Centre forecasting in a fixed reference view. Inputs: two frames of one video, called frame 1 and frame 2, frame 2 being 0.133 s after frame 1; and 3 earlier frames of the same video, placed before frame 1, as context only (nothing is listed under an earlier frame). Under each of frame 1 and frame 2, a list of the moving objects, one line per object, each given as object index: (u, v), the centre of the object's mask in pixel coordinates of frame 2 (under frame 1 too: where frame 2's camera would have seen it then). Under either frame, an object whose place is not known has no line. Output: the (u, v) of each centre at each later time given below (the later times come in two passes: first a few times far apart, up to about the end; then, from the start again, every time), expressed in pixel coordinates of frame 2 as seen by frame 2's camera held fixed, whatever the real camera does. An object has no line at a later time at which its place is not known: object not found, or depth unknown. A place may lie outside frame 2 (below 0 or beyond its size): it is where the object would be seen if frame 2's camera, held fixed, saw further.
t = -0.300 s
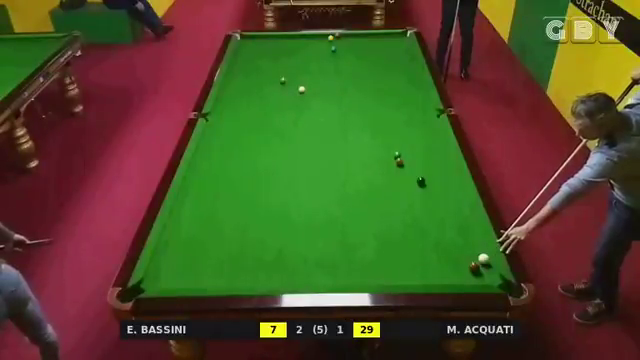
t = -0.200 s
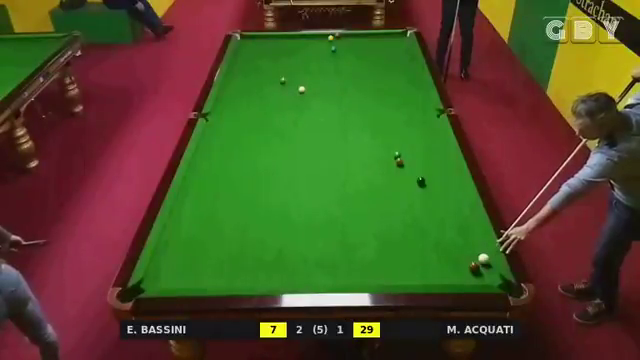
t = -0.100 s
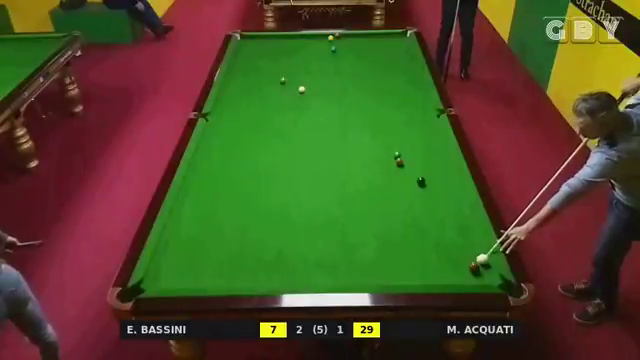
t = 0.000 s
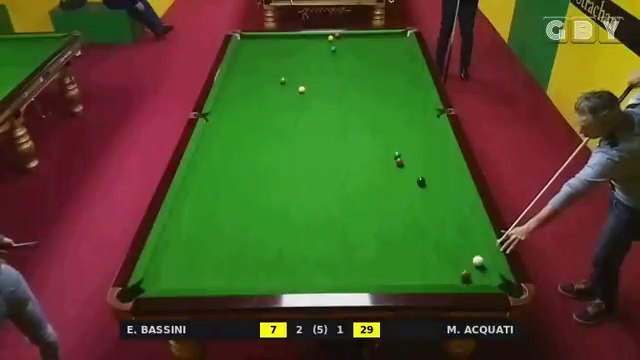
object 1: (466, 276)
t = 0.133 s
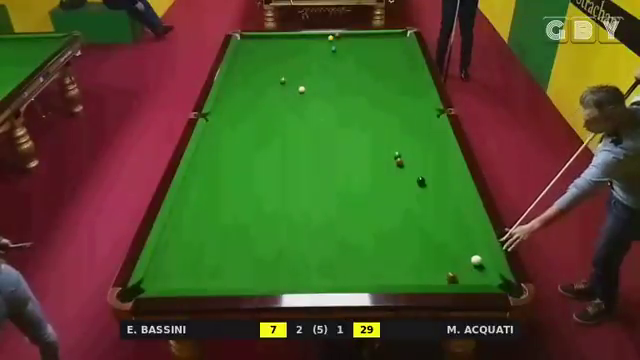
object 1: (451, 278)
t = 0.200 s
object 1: (445, 276)
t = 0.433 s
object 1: (423, 265)
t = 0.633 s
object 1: (405, 256)
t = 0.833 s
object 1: (390, 248)
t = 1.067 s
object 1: (372, 240)
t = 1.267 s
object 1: (359, 233)
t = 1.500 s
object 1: (344, 227)
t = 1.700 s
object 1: (333, 222)
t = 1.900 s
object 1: (322, 217)
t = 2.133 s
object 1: (312, 213)
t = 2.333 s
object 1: (303, 209)
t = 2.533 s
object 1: (295, 206)
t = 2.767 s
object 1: (286, 202)
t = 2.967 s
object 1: (280, 200)
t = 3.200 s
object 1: (273, 197)
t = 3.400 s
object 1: (267, 194)
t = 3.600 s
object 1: (263, 193)
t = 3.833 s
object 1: (258, 191)
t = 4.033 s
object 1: (254, 190)
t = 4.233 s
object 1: (251, 188)
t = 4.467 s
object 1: (248, 187)
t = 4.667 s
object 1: (245, 186)
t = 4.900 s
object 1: (243, 186)
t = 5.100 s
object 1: (242, 186)
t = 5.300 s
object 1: (241, 186)
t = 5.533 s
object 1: (241, 185)
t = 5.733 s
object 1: (241, 185)
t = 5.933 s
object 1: (241, 185)
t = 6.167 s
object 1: (241, 185)
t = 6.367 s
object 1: (241, 185)
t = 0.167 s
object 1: (448, 277)
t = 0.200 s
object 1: (445, 276)
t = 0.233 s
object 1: (442, 274)
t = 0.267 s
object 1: (439, 273)
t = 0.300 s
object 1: (435, 271)
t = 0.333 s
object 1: (432, 269)
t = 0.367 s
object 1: (429, 268)
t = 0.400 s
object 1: (426, 266)
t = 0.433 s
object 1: (423, 265)
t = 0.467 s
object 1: (420, 263)
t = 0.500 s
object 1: (417, 261)
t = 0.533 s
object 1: (414, 260)
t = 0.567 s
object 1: (411, 259)
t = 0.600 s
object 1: (408, 257)
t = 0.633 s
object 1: (405, 256)
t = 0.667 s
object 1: (403, 254)
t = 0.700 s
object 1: (400, 253)
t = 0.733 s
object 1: (397, 251)
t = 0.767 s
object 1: (395, 250)
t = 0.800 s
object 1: (392, 249)
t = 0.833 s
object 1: (390, 248)
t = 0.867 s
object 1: (387, 247)
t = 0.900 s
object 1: (385, 245)
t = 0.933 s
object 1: (382, 244)
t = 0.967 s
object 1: (379, 243)
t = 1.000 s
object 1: (377, 242)
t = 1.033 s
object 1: (375, 241)
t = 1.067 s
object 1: (372, 240)
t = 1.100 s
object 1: (370, 239)
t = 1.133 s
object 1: (367, 237)
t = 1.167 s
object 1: (365, 236)
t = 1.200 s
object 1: (363, 235)
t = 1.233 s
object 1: (361, 234)
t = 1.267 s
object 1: (359, 233)
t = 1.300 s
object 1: (356, 232)
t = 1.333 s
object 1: (354, 231)
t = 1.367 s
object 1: (352, 230)
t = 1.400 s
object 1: (350, 229)
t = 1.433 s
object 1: (348, 229)
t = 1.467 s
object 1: (346, 228)
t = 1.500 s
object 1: (344, 227)
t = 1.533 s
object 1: (342, 226)
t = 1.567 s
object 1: (340, 225)
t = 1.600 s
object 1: (339, 224)
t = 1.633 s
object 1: (337, 223)
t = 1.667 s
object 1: (335, 222)
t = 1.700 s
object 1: (333, 222)
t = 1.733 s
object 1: (331, 221)
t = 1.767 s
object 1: (329, 220)
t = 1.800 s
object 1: (328, 219)
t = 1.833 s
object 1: (326, 219)
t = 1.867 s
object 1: (324, 218)
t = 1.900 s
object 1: (322, 217)
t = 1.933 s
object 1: (321, 217)
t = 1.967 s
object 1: (320, 216)
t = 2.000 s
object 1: (318, 215)
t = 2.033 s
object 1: (316, 214)
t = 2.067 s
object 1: (315, 214)
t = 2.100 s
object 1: (313, 213)
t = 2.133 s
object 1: (312, 213)
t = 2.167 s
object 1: (310, 212)
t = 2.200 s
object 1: (309, 211)
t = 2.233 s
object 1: (307, 211)
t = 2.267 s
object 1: (306, 210)
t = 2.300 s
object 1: (304, 210)
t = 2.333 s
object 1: (303, 209)
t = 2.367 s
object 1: (302, 209)
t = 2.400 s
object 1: (300, 208)
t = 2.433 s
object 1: (299, 207)
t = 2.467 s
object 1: (297, 207)
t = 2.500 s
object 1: (296, 206)
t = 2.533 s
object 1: (295, 206)
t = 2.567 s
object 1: (294, 205)
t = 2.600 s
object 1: (292, 205)
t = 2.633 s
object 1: (291, 204)
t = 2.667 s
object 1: (290, 204)
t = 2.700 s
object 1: (289, 203)
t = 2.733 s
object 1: (287, 203)
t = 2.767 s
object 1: (286, 202)
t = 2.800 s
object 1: (285, 202)
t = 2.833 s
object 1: (284, 202)
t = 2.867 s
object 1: (283, 201)
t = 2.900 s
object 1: (282, 201)
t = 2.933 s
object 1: (281, 200)
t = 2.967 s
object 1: (280, 200)
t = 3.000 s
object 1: (279, 199)
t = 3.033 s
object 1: (277, 199)
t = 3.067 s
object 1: (276, 198)
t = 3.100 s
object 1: (276, 198)
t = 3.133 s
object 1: (274, 198)
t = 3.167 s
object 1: (274, 197)
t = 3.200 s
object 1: (273, 197)
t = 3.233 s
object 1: (272, 196)
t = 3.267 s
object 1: (271, 196)
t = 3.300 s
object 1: (270, 196)
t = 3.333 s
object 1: (269, 195)
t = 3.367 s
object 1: (268, 195)
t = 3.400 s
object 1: (267, 194)
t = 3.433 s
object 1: (267, 194)
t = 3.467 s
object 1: (266, 194)
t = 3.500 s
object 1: (265, 194)
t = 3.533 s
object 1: (264, 193)
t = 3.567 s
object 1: (263, 193)
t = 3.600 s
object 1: (263, 193)
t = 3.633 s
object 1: (262, 192)
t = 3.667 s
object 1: (261, 192)
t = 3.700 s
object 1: (260, 192)
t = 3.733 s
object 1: (260, 191)
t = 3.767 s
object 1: (259, 191)
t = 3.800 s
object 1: (258, 191)
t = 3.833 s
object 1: (258, 191)
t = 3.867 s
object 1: (257, 191)
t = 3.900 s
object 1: (256, 190)
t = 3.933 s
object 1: (256, 190)
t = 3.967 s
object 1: (255, 190)
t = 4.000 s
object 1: (254, 190)
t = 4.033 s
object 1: (254, 190)
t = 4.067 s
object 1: (253, 189)
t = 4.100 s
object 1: (253, 189)
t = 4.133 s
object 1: (252, 189)
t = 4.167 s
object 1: (252, 189)
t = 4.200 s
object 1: (251, 188)
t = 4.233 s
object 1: (251, 188)
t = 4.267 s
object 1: (250, 188)
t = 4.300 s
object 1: (250, 188)
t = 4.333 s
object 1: (250, 187)
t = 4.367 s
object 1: (249, 187)
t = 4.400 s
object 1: (248, 187)
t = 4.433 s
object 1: (248, 187)
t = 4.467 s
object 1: (248, 187)
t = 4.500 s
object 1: (247, 187)
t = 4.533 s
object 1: (247, 187)
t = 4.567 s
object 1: (247, 187)
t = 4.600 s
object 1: (246, 187)
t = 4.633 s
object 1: (246, 186)
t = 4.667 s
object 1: (245, 186)
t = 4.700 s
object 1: (245, 186)
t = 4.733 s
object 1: (245, 186)
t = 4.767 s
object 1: (244, 186)
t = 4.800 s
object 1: (244, 186)
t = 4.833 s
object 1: (244, 186)
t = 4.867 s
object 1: (244, 186)
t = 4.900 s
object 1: (243, 186)
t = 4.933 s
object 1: (243, 186)
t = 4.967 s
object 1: (243, 186)
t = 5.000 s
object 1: (243, 186)
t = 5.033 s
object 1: (243, 186)
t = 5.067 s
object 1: (243, 186)
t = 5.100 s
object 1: (242, 186)
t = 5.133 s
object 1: (242, 185)
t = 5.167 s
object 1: (242, 186)
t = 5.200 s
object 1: (242, 185)
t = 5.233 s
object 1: (242, 186)
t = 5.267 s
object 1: (241, 186)
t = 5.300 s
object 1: (241, 186)
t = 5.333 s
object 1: (241, 186)
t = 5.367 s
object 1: (241, 185)
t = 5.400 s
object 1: (241, 185)
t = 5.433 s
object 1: (241, 185)
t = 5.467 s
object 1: (241, 185)
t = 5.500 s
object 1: (241, 185)
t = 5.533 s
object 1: (241, 185)
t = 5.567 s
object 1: (241, 185)
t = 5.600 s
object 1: (241, 185)
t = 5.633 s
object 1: (241, 185)
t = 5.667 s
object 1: (241, 185)
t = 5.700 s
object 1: (241, 185)
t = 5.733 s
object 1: (241, 185)
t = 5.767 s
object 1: (241, 185)
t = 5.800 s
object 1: (241, 185)
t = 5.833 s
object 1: (241, 185)
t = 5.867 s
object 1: (241, 185)
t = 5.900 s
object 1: (241, 185)
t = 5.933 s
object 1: (241, 185)
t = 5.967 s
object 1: (241, 185)
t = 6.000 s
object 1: (241, 185)
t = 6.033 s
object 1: (241, 185)
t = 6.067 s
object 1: (241, 185)
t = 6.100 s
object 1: (241, 185)
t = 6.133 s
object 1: (241, 185)
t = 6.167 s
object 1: (241, 185)
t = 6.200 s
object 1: (241, 185)
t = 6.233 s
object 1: (241, 185)
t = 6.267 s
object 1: (241, 185)
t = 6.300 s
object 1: (241, 185)
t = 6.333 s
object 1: (241, 185)
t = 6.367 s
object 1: (241, 185)
